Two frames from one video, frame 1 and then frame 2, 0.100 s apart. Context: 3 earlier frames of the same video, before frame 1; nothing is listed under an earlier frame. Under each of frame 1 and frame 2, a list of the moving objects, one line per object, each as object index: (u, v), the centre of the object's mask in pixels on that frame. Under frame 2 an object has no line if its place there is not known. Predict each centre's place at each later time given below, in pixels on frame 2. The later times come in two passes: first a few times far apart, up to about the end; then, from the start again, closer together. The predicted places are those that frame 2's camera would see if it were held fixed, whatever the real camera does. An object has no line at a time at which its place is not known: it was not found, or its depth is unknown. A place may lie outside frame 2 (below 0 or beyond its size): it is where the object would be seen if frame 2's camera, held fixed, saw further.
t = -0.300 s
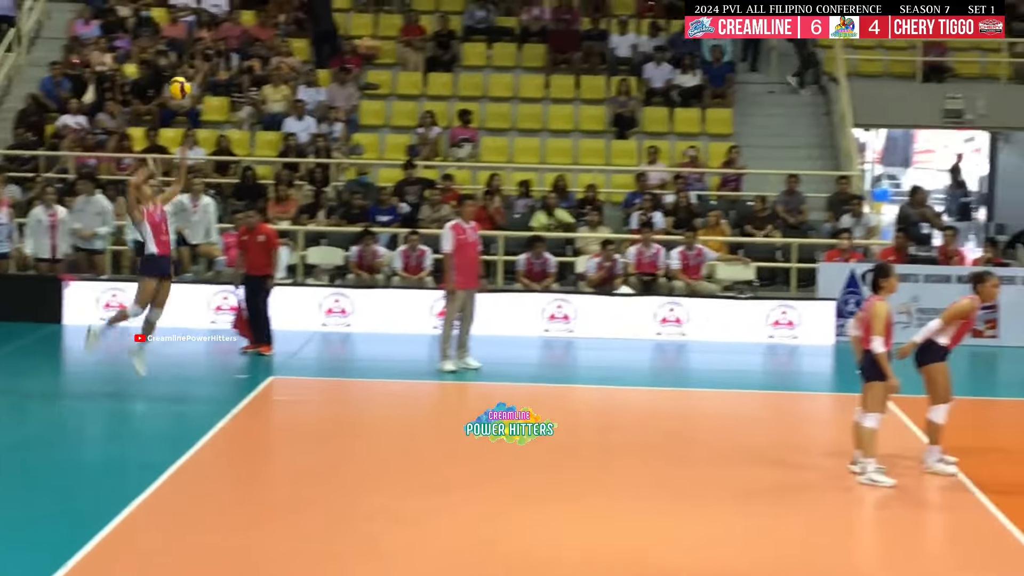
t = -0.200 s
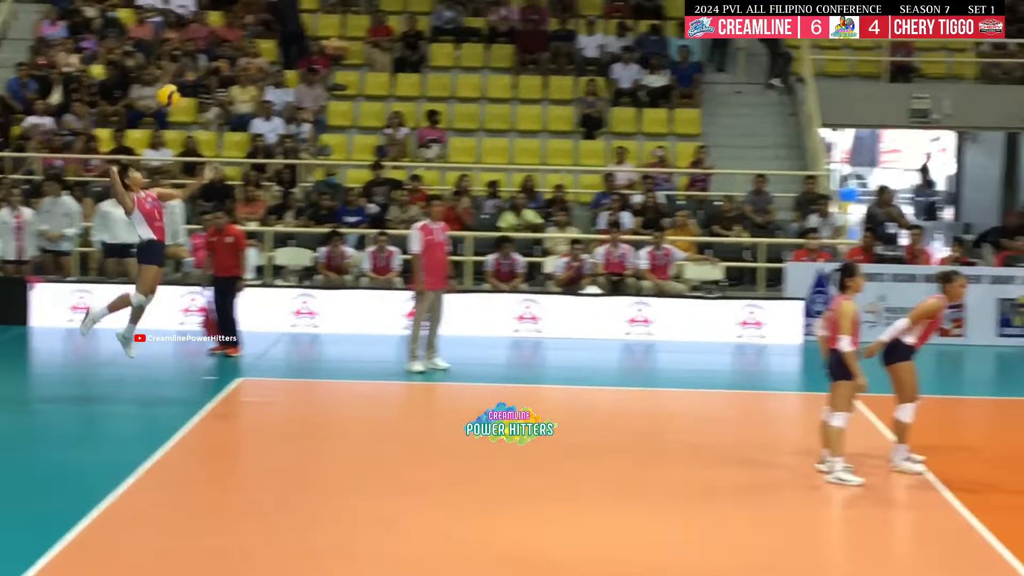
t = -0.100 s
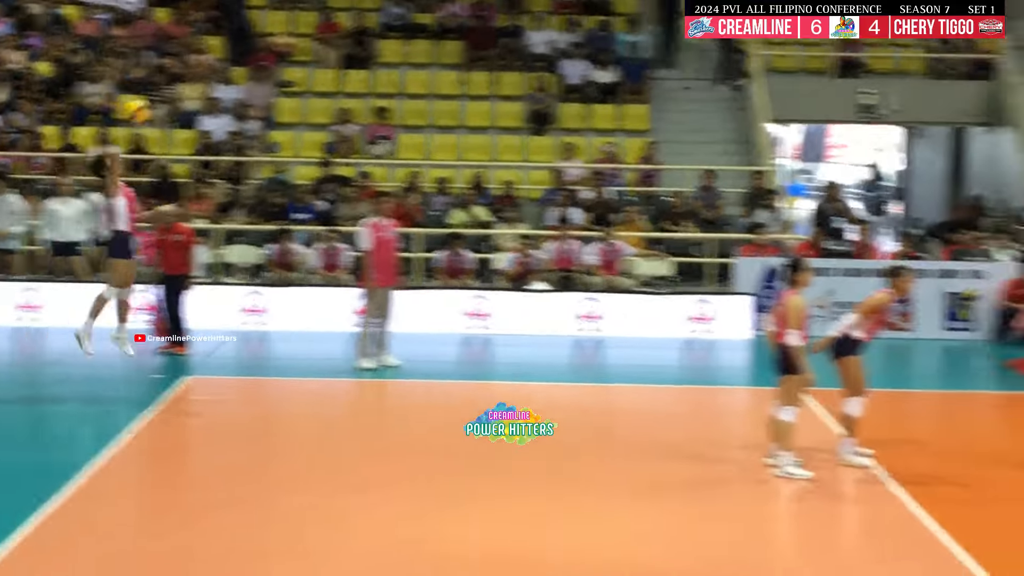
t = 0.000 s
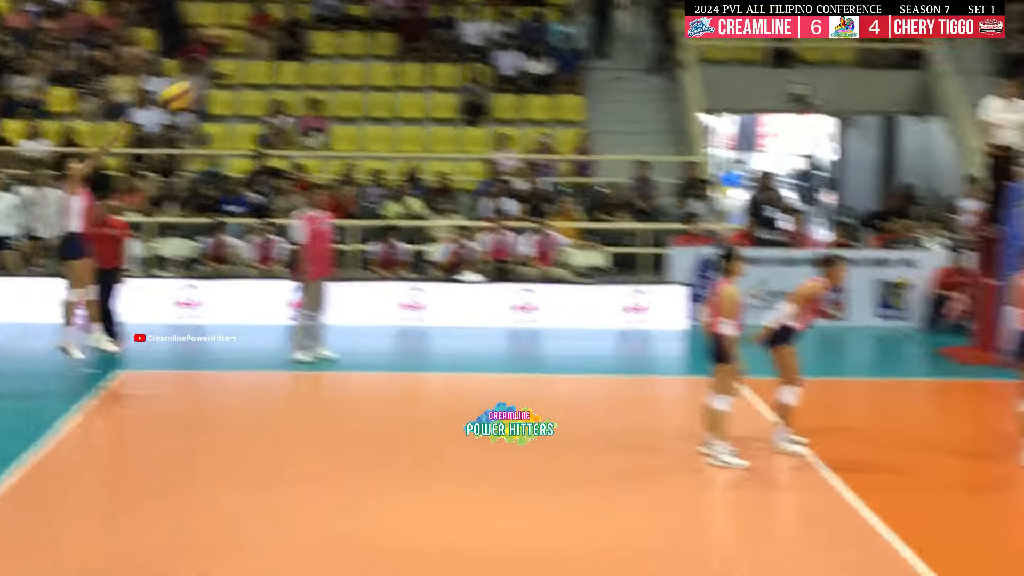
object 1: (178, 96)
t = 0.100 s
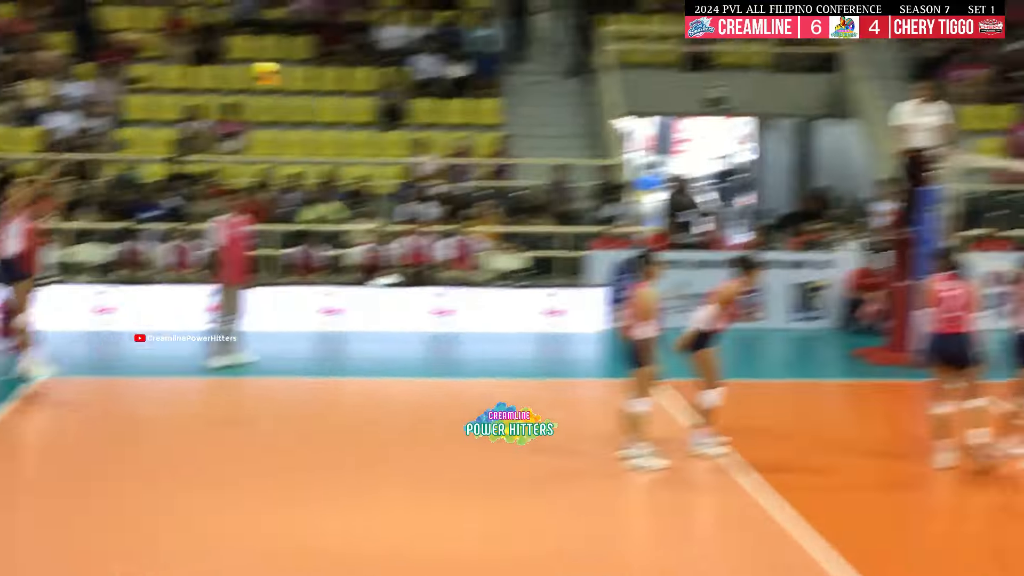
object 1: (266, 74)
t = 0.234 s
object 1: (494, 56)
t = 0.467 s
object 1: (870, 78)
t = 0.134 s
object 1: (324, 68)
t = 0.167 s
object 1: (382, 63)
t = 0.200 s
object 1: (438, 59)
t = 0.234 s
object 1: (494, 56)
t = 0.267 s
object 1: (549, 56)
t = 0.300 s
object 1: (603, 57)
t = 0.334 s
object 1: (658, 58)
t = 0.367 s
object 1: (711, 62)
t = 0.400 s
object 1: (765, 66)
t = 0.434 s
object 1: (818, 71)
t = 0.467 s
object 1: (870, 78)
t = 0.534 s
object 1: (972, 95)
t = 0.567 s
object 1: (1022, 105)
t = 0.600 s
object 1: (1072, 114)
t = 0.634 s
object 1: (1121, 126)
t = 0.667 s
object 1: (1168, 138)
